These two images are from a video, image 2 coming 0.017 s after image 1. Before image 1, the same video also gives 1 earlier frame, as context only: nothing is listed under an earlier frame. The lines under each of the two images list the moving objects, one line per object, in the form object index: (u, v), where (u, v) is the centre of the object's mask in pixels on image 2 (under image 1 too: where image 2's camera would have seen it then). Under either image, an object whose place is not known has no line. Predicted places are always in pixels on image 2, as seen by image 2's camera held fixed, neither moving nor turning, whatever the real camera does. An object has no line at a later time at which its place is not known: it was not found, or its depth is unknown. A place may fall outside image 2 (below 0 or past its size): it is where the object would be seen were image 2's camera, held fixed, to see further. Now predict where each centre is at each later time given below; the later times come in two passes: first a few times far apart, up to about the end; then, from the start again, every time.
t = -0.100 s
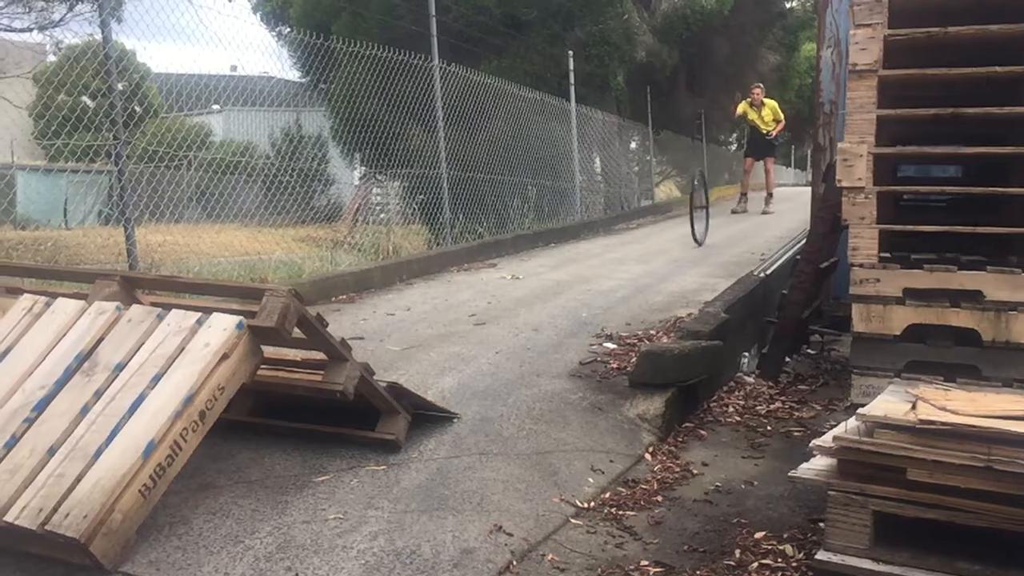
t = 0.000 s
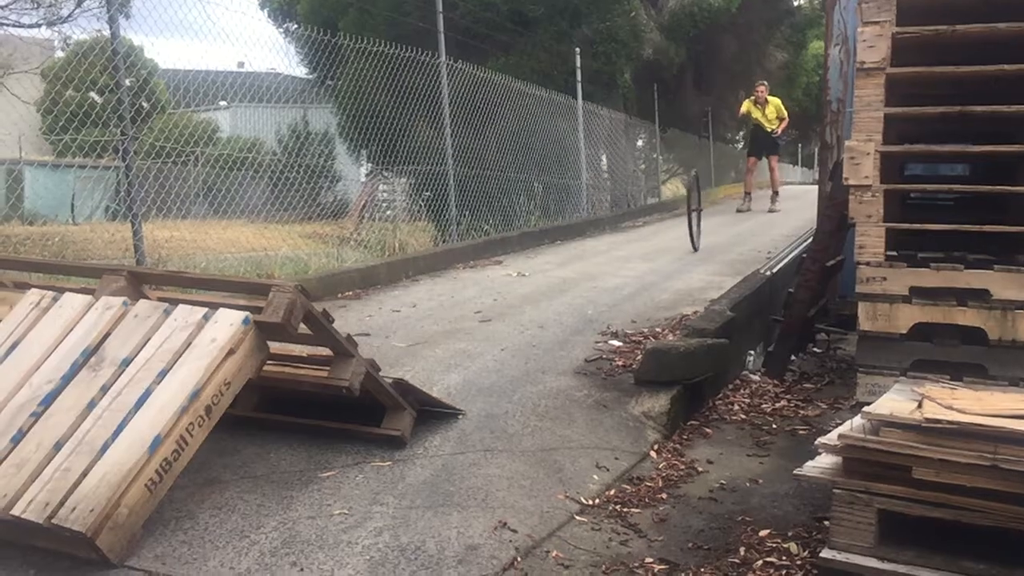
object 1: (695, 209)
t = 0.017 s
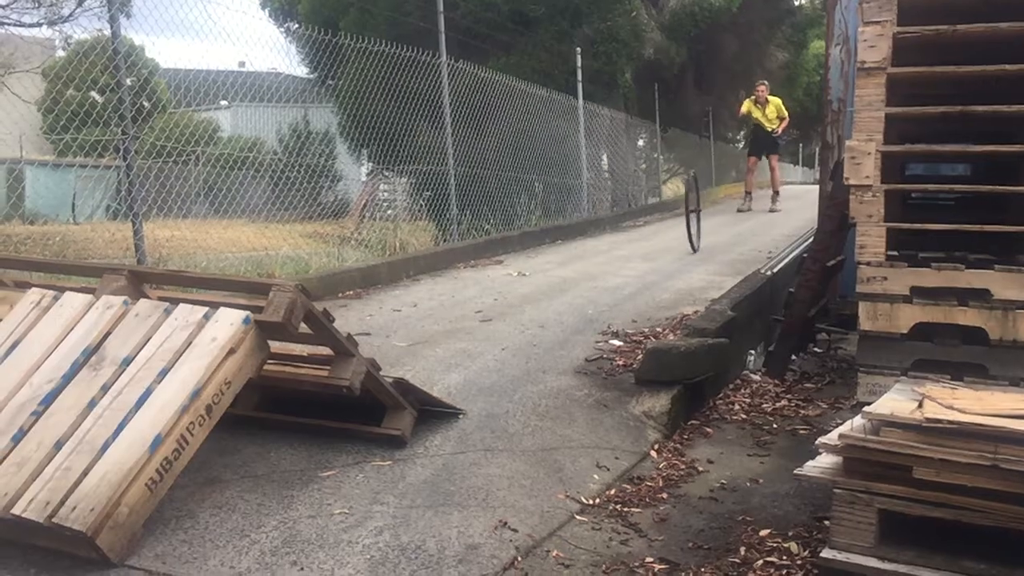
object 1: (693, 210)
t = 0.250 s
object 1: (660, 226)
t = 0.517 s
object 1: (603, 241)
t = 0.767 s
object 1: (519, 267)
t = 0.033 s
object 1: (690, 211)
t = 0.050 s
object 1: (688, 212)
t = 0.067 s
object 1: (687, 216)
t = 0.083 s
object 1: (684, 214)
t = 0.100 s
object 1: (682, 215)
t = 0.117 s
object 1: (680, 215)
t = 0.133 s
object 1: (678, 215)
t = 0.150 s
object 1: (675, 216)
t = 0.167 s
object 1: (673, 217)
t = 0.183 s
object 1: (670, 218)
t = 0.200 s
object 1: (668, 220)
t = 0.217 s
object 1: (665, 221)
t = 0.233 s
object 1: (662, 224)
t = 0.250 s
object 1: (660, 226)
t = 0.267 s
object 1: (657, 227)
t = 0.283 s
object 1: (654, 226)
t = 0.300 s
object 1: (651, 226)
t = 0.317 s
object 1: (648, 225)
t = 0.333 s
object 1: (645, 226)
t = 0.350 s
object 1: (642, 228)
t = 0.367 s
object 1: (638, 230)
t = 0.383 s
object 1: (627, 233)
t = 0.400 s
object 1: (639, 239)
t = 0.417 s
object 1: (627, 234)
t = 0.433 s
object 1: (624, 235)
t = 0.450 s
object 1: (620, 236)
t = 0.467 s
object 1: (615, 236)
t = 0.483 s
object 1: (612, 237)
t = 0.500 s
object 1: (607, 239)
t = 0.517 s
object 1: (603, 241)
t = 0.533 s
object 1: (598, 244)
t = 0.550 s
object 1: (594, 246)
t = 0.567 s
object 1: (589, 247)
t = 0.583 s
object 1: (584, 248)
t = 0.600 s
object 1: (579, 249)
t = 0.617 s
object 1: (574, 252)
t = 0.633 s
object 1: (569, 254)
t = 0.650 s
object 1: (564, 258)
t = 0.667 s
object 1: (558, 260)
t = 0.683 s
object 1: (552, 263)
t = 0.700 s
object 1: (546, 264)
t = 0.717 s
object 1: (540, 264)
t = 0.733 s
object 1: (533, 264)
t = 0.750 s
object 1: (526, 265)
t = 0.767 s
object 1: (519, 267)
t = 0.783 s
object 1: (511, 270)
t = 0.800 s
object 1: (504, 273)
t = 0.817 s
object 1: (496, 278)
